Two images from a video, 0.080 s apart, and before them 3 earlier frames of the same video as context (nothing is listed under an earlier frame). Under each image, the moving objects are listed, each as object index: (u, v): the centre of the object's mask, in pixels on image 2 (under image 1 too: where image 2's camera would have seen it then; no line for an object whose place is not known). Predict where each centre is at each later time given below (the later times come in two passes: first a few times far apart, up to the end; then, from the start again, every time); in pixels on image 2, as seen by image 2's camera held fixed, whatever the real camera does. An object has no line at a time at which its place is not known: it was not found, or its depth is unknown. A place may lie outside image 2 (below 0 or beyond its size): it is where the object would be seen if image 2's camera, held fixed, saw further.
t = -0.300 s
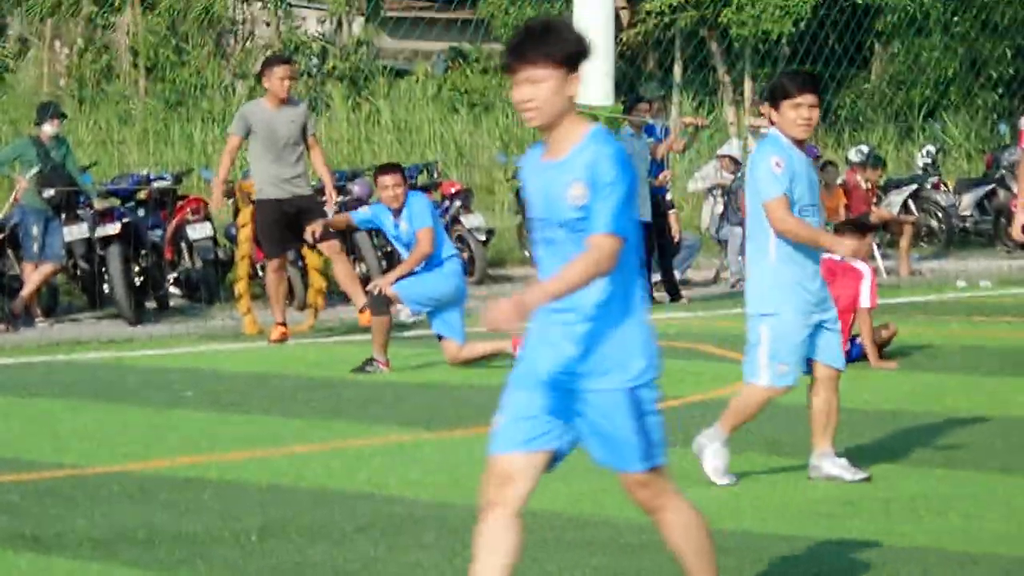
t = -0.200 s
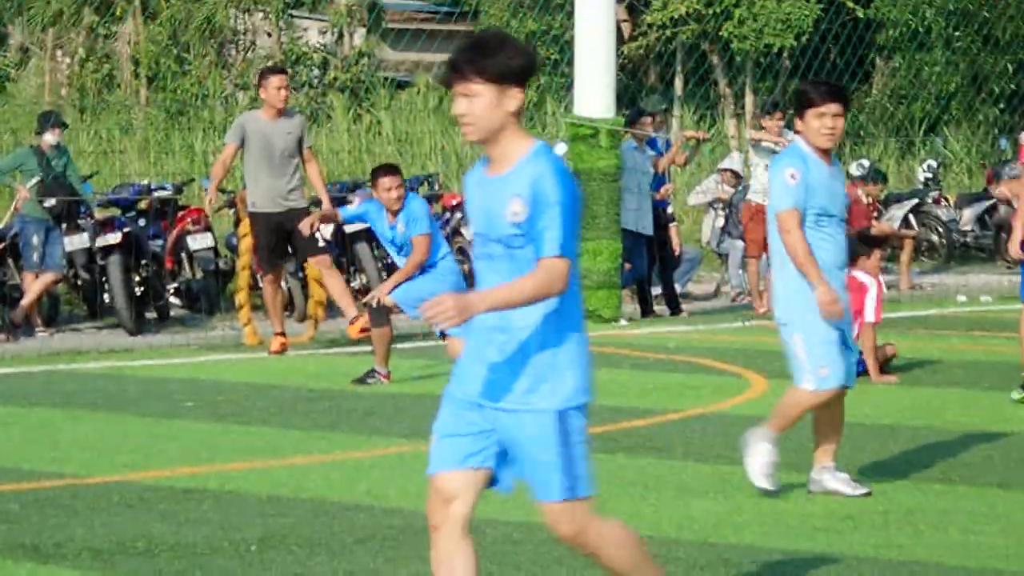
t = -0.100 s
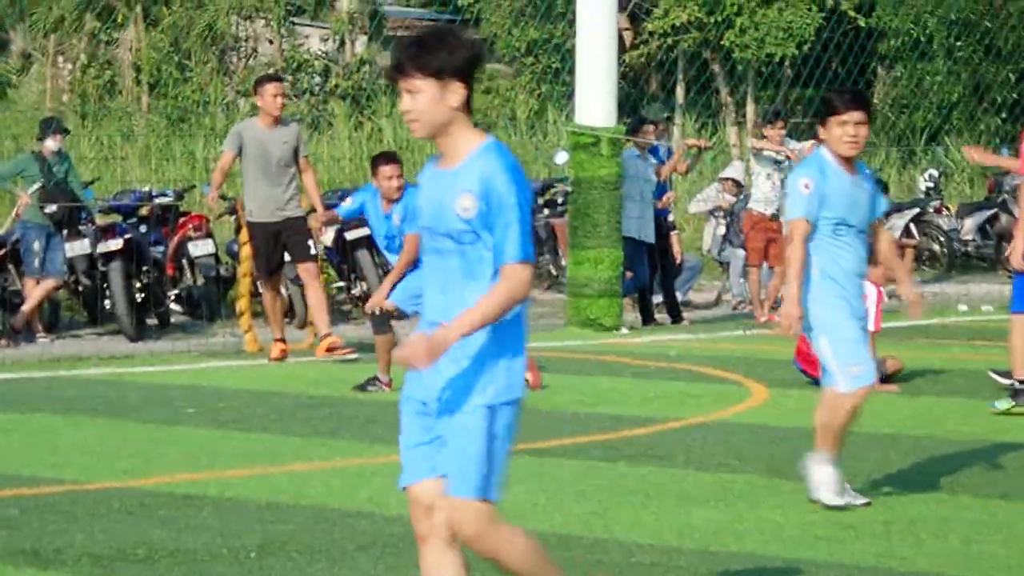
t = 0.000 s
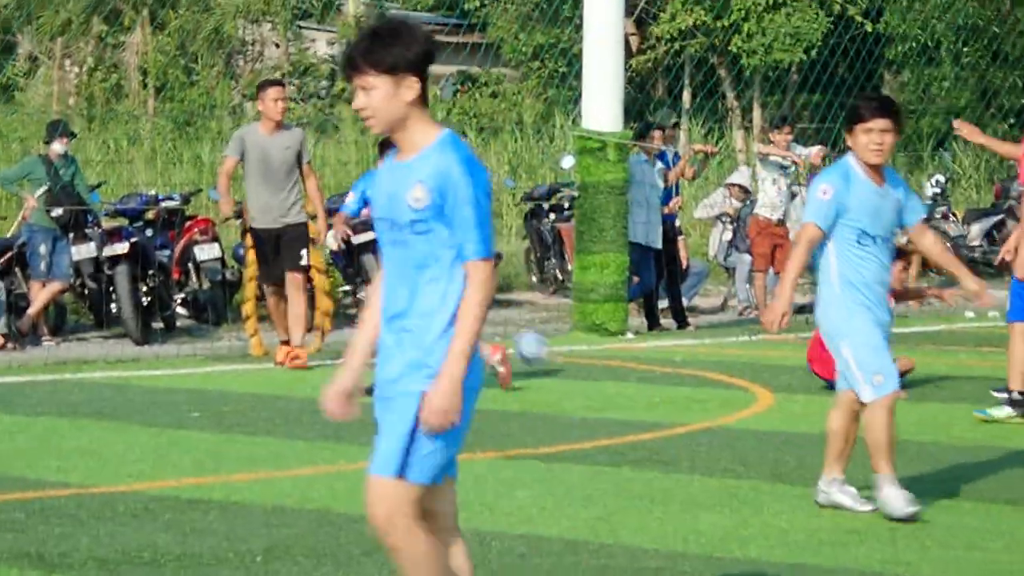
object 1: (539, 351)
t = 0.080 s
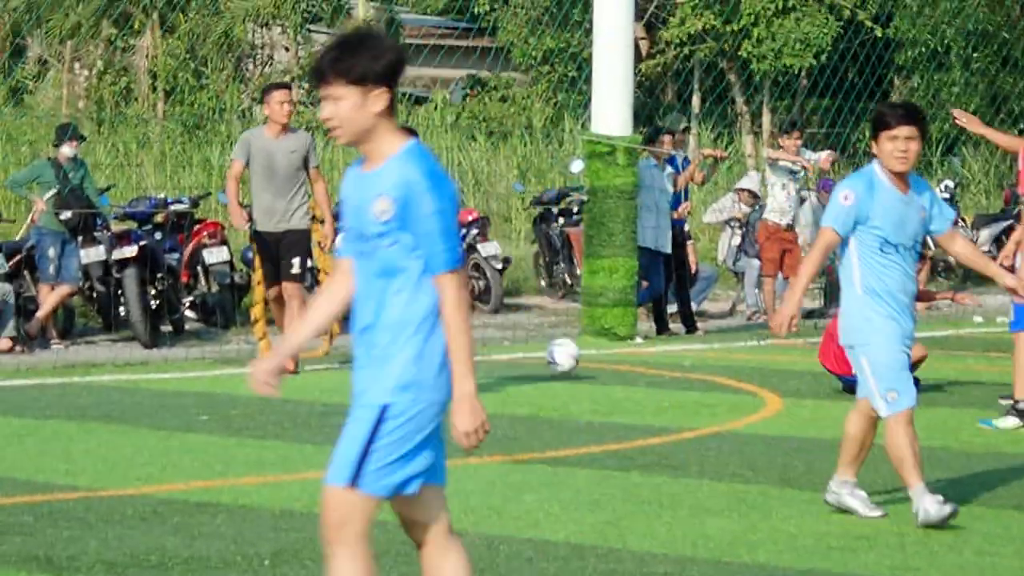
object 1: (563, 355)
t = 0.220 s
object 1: (591, 342)
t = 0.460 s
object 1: (644, 364)
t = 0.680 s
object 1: (700, 374)
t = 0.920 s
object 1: (761, 382)
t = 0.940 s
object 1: (764, 383)
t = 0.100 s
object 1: (567, 351)
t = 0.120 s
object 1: (570, 348)
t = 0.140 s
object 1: (575, 345)
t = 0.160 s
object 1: (579, 343)
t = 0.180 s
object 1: (583, 342)
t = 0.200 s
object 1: (587, 342)
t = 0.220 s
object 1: (591, 342)
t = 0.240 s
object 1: (595, 343)
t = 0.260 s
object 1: (599, 343)
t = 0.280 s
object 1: (604, 346)
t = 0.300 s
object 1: (608, 349)
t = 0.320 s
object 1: (612, 355)
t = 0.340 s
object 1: (616, 357)
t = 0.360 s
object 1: (620, 362)
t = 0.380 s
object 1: (624, 367)
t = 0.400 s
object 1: (629, 367)
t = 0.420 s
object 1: (634, 366)
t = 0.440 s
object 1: (640, 364)
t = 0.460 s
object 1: (644, 364)
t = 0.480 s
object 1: (648, 364)
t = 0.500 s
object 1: (654, 365)
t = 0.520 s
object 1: (659, 369)
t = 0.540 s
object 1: (664, 369)
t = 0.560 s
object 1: (670, 372)
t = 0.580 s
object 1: (676, 373)
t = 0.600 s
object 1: (681, 371)
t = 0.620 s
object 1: (685, 371)
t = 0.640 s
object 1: (690, 371)
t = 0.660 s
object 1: (694, 372)
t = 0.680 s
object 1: (700, 374)
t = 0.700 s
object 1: (705, 376)
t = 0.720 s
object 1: (710, 376)
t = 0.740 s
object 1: (715, 376)
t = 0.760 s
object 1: (720, 377)
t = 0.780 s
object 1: (725, 377)
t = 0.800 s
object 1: (730, 379)
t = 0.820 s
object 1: (735, 380)
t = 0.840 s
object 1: (740, 379)
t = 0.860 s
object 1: (744, 380)
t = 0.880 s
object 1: (750, 380)
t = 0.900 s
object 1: (755, 381)
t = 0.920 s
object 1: (761, 382)
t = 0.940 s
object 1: (764, 383)
